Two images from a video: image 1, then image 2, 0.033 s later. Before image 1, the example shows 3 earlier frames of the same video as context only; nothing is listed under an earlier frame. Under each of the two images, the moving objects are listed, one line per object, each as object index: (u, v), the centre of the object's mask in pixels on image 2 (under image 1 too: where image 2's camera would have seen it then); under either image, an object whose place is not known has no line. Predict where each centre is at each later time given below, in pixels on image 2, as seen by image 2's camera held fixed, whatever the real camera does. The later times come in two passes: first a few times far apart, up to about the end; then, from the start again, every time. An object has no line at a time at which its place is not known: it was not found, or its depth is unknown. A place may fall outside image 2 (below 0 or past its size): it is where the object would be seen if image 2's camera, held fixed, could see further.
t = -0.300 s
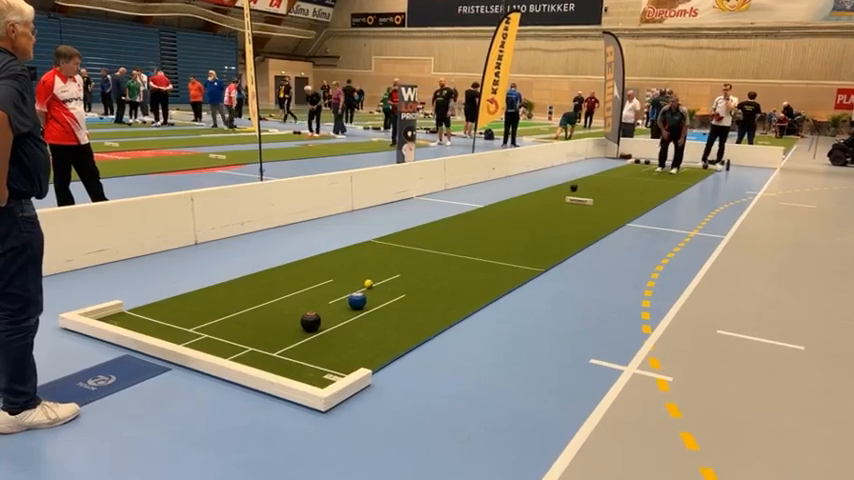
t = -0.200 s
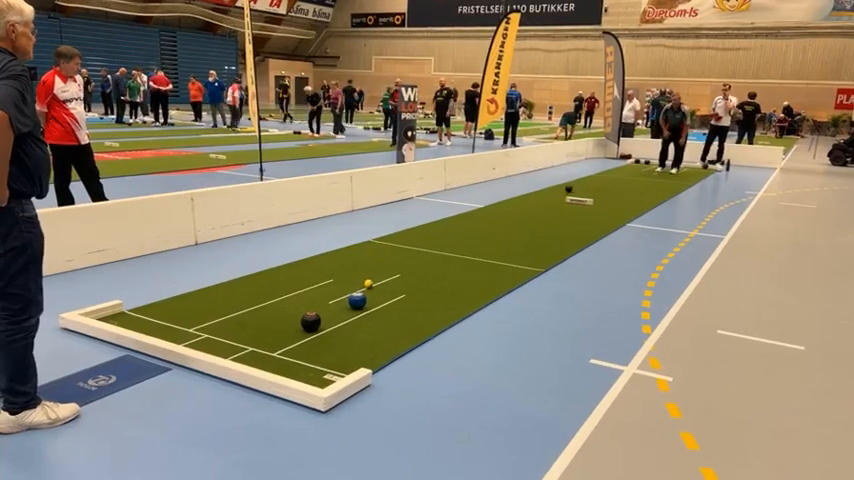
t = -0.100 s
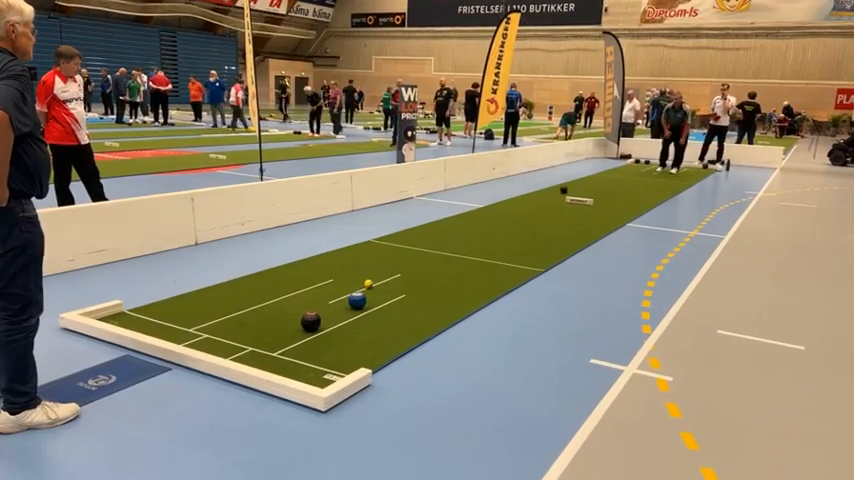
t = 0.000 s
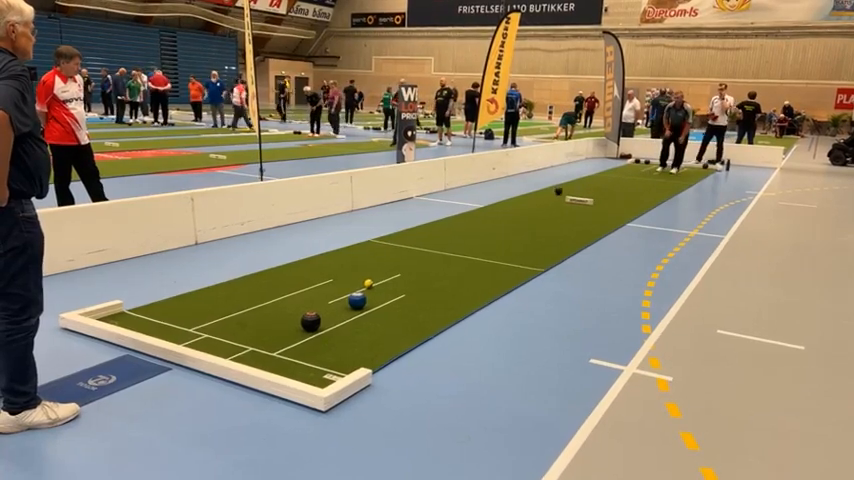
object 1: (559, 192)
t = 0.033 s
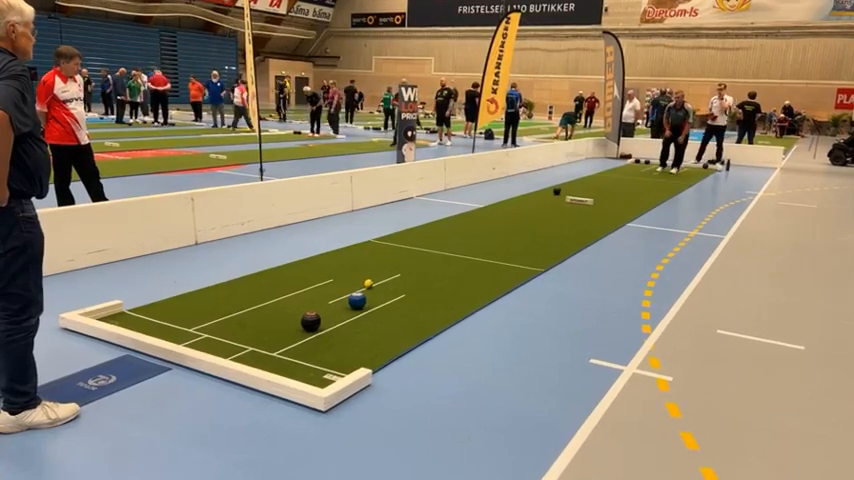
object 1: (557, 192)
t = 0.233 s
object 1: (548, 195)
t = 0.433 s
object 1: (539, 197)
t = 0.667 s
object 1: (526, 200)
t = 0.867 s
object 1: (515, 203)
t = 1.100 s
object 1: (503, 206)
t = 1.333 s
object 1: (490, 210)
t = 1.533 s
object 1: (479, 212)
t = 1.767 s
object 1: (467, 216)
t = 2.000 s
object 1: (455, 220)
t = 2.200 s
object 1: (444, 224)
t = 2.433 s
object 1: (431, 228)
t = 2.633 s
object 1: (420, 232)
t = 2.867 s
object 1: (407, 237)
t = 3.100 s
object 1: (395, 242)
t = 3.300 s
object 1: (384, 247)
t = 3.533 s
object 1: (372, 252)
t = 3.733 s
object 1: (361, 257)
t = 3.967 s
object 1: (349, 262)
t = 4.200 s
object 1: (338, 269)
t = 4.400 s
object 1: (328, 274)
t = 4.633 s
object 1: (317, 281)
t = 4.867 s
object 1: (306, 288)
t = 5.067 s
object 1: (297, 294)
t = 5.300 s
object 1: (287, 301)
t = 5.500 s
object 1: (279, 307)
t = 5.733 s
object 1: (270, 314)
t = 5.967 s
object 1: (263, 321)
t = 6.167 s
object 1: (257, 327)
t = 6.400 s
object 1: (252, 333)
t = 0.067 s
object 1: (556, 193)
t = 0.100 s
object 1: (555, 193)
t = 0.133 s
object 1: (553, 193)
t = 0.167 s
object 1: (551, 194)
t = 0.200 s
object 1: (549, 194)
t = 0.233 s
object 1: (548, 195)
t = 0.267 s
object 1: (546, 195)
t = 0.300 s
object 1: (544, 196)
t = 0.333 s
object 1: (542, 196)
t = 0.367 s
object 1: (541, 196)
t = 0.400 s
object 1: (539, 197)
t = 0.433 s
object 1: (539, 197)
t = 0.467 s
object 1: (536, 198)
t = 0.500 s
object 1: (535, 198)
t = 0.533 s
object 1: (533, 198)
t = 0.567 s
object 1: (533, 199)
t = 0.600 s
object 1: (529, 199)
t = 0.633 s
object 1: (528, 200)
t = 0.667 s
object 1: (526, 200)
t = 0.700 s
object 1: (524, 200)
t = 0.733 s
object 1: (522, 201)
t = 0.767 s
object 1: (520, 202)
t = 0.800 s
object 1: (519, 202)
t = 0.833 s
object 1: (517, 203)
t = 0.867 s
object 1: (515, 203)
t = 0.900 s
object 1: (514, 203)
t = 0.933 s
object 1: (512, 203)
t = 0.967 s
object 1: (510, 204)
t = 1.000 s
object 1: (508, 205)
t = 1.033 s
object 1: (507, 205)
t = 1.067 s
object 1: (505, 206)
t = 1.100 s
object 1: (503, 206)
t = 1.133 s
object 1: (501, 206)
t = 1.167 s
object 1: (499, 207)
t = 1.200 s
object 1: (498, 208)
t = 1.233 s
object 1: (496, 208)
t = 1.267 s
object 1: (494, 208)
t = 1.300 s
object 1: (492, 209)
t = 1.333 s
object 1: (490, 210)
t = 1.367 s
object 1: (488, 210)
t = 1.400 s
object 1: (486, 210)
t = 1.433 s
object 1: (485, 211)
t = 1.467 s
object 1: (483, 211)
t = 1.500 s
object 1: (481, 212)
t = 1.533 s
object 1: (479, 212)
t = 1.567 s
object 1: (478, 213)
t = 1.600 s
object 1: (476, 213)
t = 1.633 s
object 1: (474, 214)
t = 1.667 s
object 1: (473, 214)
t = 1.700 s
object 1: (471, 215)
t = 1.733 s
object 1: (469, 215)
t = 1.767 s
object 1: (467, 216)
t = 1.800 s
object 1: (465, 217)
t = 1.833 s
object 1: (463, 217)
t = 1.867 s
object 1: (461, 218)
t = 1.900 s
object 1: (460, 218)
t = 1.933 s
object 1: (458, 219)
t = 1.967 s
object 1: (457, 219)
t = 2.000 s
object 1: (455, 220)
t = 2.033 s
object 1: (453, 221)
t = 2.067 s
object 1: (451, 221)
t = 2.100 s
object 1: (449, 222)
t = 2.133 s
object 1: (448, 222)
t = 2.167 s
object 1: (445, 223)
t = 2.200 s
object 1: (444, 224)
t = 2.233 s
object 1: (442, 224)
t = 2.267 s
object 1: (440, 225)
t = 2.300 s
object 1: (438, 225)
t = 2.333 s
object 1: (436, 226)
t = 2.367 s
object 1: (435, 226)
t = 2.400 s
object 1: (433, 227)
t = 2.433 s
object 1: (431, 228)
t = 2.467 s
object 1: (429, 228)
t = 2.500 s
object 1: (427, 229)
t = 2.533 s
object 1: (426, 230)
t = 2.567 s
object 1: (424, 231)
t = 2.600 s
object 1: (422, 231)
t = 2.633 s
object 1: (420, 232)
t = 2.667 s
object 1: (418, 232)
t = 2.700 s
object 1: (417, 234)
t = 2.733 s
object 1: (414, 234)
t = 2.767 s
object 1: (413, 235)
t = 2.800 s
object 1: (411, 235)
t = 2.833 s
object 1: (409, 236)
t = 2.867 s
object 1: (407, 237)
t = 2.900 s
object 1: (405, 238)
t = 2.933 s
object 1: (403, 238)
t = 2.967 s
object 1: (402, 239)
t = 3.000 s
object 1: (400, 239)
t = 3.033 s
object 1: (398, 240)
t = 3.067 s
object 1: (396, 241)
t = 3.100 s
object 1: (395, 242)
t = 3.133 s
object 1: (392, 242)
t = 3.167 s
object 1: (391, 244)
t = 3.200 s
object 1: (389, 244)
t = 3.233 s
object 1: (387, 245)
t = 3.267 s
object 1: (386, 246)
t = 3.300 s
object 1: (384, 247)
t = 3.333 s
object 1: (382, 247)
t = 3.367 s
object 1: (380, 248)
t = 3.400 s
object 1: (379, 249)
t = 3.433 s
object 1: (377, 249)
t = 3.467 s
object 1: (375, 250)
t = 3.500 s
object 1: (373, 251)
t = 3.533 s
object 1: (372, 252)
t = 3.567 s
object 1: (370, 253)
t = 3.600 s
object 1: (368, 254)
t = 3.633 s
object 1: (367, 255)
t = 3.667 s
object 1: (365, 255)
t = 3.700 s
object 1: (363, 256)
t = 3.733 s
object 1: (361, 257)
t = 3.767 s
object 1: (360, 258)
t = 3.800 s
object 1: (358, 259)
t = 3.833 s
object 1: (356, 260)
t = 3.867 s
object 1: (354, 260)
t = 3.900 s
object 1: (353, 261)
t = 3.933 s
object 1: (351, 262)
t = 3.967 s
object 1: (349, 262)
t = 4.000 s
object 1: (348, 264)
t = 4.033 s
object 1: (346, 265)
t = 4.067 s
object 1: (344, 266)
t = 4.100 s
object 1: (343, 266)
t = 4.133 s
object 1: (341, 267)
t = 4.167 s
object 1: (339, 268)
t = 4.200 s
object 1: (338, 269)
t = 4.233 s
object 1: (336, 270)
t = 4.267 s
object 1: (335, 271)
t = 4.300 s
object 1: (333, 272)
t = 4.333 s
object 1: (331, 272)
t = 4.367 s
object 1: (329, 274)
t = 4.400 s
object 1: (328, 274)
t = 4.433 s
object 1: (326, 275)
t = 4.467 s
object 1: (325, 276)
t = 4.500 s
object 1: (323, 277)
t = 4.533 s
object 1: (321, 278)
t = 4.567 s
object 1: (320, 279)
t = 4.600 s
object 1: (318, 280)
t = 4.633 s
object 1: (317, 281)
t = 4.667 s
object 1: (315, 282)
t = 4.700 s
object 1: (314, 283)
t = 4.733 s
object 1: (312, 284)
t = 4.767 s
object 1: (311, 285)
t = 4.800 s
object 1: (309, 286)
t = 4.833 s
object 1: (308, 287)
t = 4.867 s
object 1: (306, 288)
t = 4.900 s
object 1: (305, 289)
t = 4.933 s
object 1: (303, 290)
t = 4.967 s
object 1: (301, 291)
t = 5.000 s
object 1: (300, 292)
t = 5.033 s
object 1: (299, 293)
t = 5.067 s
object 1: (297, 294)
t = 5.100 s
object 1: (296, 295)
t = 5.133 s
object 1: (294, 296)
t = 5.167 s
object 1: (293, 297)
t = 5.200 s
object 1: (291, 298)
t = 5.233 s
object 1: (290, 299)
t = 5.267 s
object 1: (288, 300)
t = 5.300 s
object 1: (287, 301)
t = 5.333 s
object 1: (285, 302)
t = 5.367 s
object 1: (284, 303)
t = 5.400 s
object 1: (283, 304)
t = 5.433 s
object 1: (281, 305)
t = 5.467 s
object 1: (280, 306)
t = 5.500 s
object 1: (279, 307)
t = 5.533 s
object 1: (277, 308)
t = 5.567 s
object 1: (276, 309)
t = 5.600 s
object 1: (275, 310)
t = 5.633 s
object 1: (274, 312)
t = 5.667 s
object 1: (273, 312)
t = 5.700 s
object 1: (271, 313)
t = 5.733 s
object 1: (270, 314)
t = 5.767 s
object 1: (269, 315)
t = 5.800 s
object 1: (268, 316)
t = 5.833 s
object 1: (267, 317)
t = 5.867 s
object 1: (266, 318)
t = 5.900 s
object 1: (265, 319)
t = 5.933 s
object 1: (264, 320)
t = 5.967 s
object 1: (263, 321)
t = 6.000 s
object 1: (262, 322)
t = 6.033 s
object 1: (261, 323)
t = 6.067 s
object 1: (260, 324)
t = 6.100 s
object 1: (259, 325)
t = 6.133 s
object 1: (258, 326)
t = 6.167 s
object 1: (257, 327)
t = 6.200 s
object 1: (257, 328)
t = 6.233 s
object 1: (256, 329)
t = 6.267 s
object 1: (255, 330)
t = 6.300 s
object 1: (254, 330)
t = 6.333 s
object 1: (253, 332)
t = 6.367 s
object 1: (253, 332)
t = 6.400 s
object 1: (252, 333)
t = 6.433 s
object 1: (251, 334)
